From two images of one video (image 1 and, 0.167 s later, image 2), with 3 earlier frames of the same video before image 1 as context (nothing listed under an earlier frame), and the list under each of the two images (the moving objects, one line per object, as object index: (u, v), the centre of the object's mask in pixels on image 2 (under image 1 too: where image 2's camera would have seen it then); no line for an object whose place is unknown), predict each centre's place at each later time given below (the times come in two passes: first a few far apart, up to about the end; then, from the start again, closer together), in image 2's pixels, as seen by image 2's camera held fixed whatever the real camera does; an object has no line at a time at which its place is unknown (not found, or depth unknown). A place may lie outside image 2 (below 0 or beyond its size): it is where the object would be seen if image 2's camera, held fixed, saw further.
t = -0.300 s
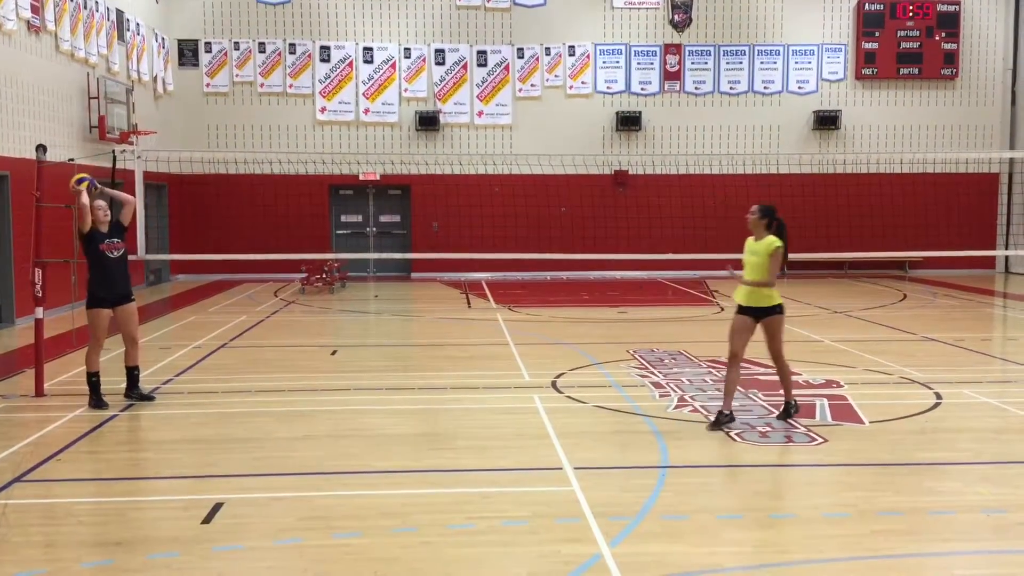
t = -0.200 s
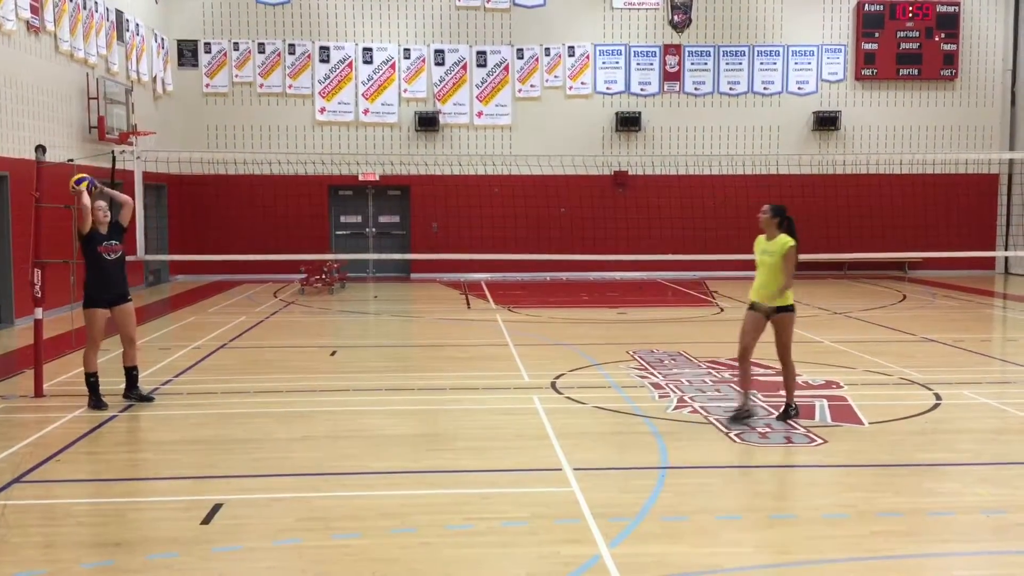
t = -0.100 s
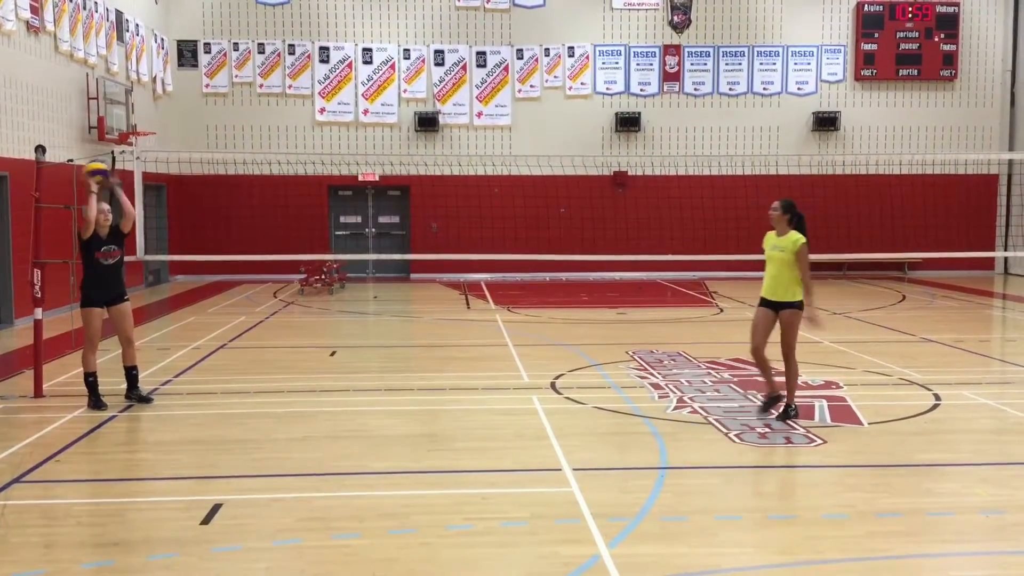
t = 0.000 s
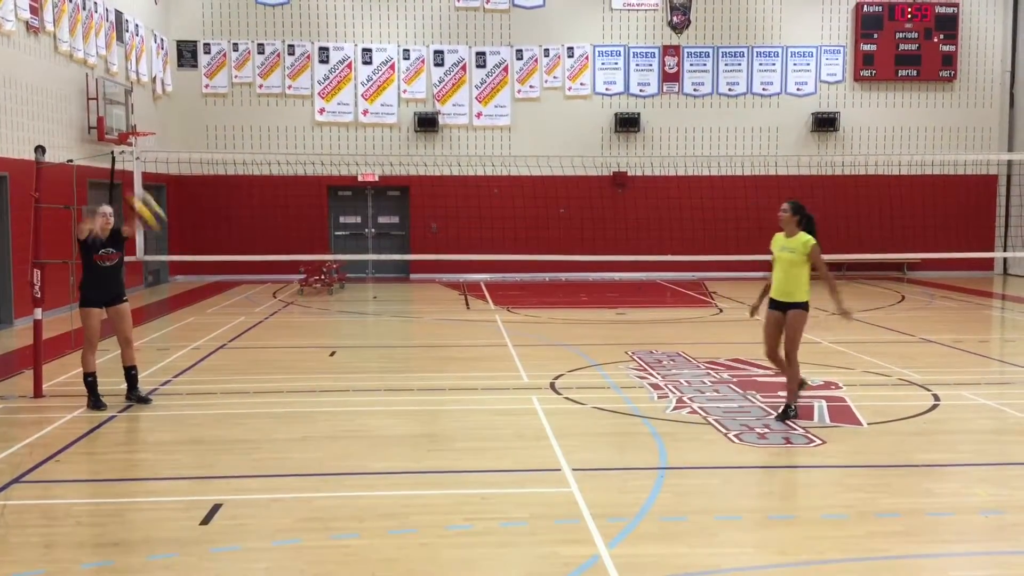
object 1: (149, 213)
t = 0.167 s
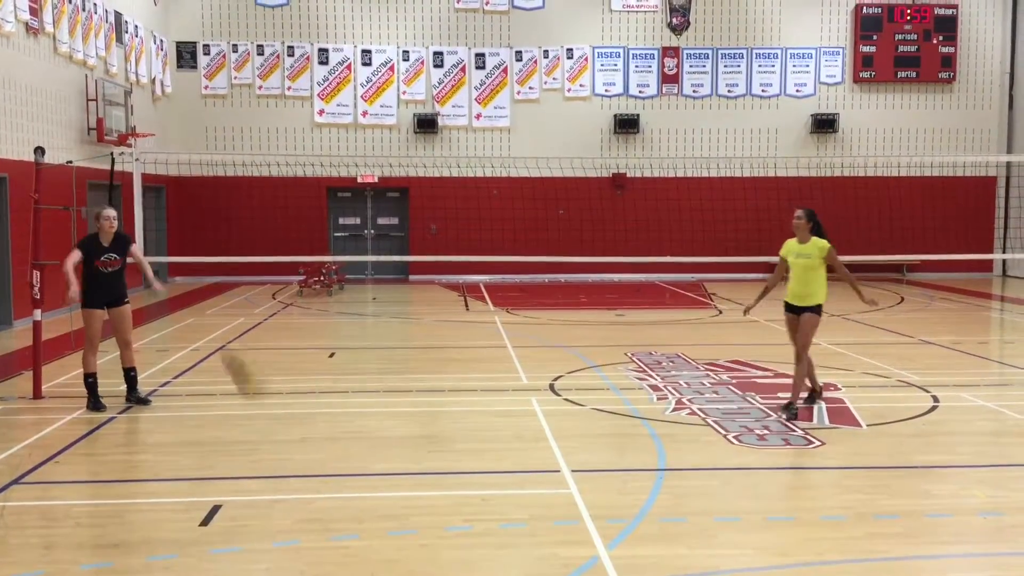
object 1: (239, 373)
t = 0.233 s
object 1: (288, 462)
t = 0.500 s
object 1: (423, 337)
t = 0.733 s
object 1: (583, 273)
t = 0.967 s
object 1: (809, 336)
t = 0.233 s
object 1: (288, 462)
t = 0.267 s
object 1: (309, 473)
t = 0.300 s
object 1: (323, 450)
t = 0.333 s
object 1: (338, 427)
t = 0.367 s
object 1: (354, 408)
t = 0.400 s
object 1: (372, 385)
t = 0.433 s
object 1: (388, 369)
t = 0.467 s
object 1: (405, 352)
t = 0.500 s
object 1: (423, 337)
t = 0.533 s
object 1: (445, 321)
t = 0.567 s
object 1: (464, 308)
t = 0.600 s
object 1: (487, 296)
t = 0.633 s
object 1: (509, 287)
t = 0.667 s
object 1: (534, 282)
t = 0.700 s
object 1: (559, 276)
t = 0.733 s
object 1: (583, 273)
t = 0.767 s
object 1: (612, 272)
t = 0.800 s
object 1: (641, 277)
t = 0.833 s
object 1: (672, 281)
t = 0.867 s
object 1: (702, 287)
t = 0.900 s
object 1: (741, 302)
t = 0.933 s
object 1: (770, 317)
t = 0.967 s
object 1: (809, 336)
